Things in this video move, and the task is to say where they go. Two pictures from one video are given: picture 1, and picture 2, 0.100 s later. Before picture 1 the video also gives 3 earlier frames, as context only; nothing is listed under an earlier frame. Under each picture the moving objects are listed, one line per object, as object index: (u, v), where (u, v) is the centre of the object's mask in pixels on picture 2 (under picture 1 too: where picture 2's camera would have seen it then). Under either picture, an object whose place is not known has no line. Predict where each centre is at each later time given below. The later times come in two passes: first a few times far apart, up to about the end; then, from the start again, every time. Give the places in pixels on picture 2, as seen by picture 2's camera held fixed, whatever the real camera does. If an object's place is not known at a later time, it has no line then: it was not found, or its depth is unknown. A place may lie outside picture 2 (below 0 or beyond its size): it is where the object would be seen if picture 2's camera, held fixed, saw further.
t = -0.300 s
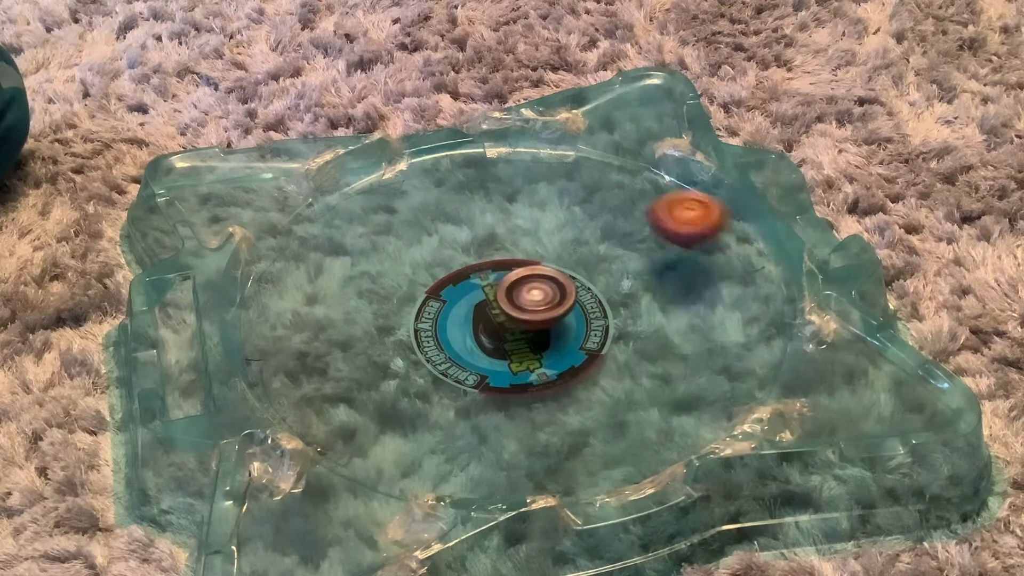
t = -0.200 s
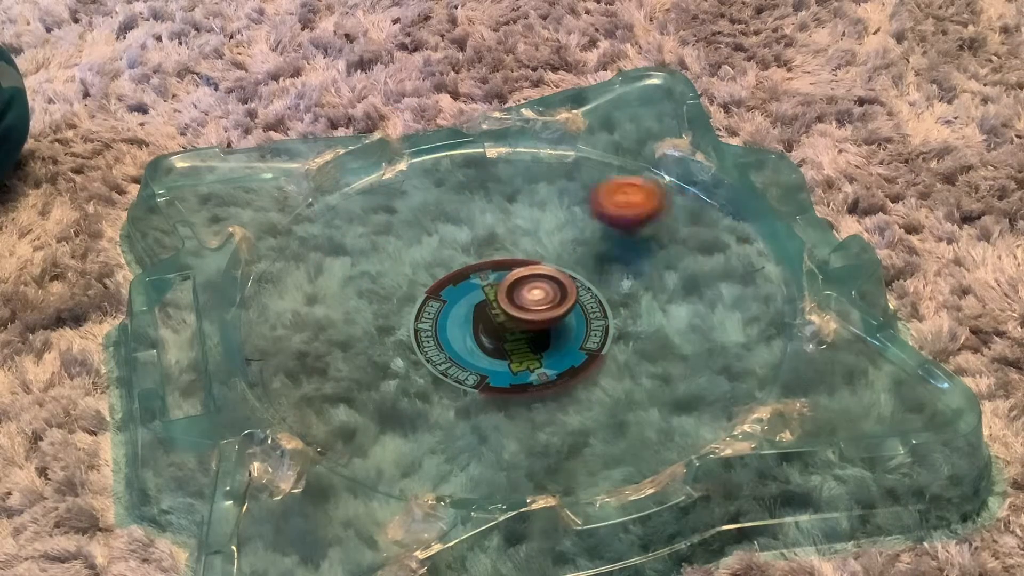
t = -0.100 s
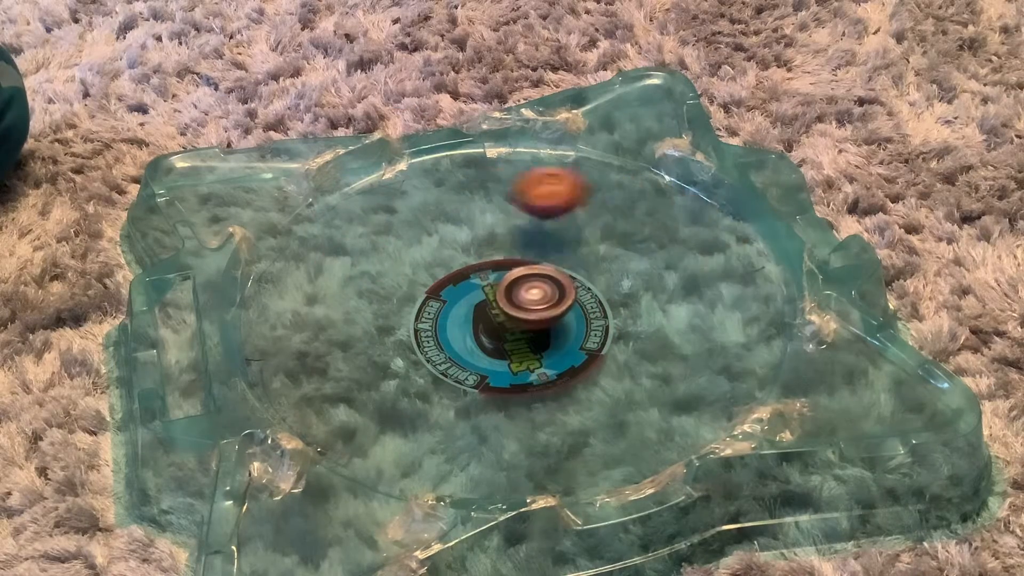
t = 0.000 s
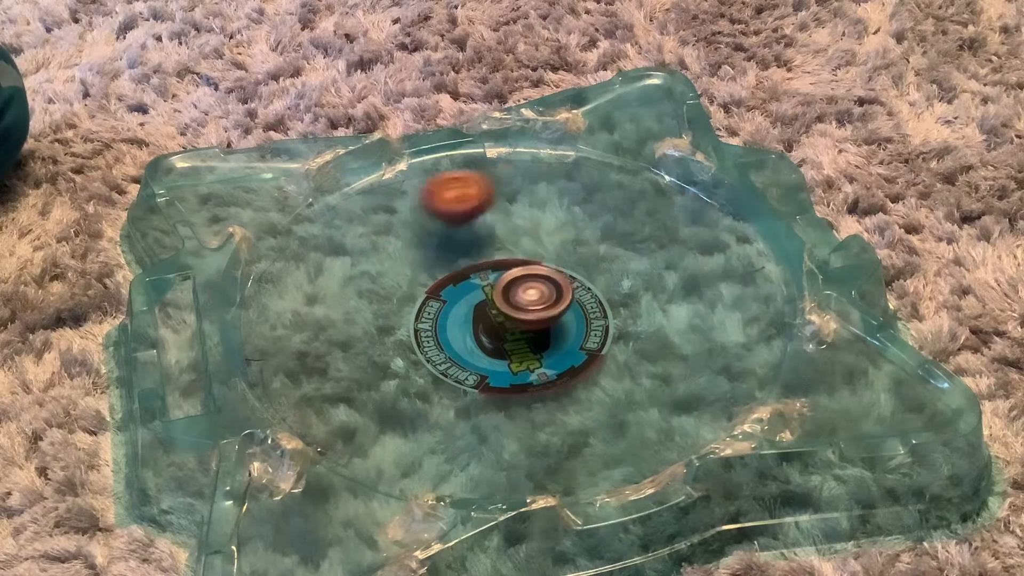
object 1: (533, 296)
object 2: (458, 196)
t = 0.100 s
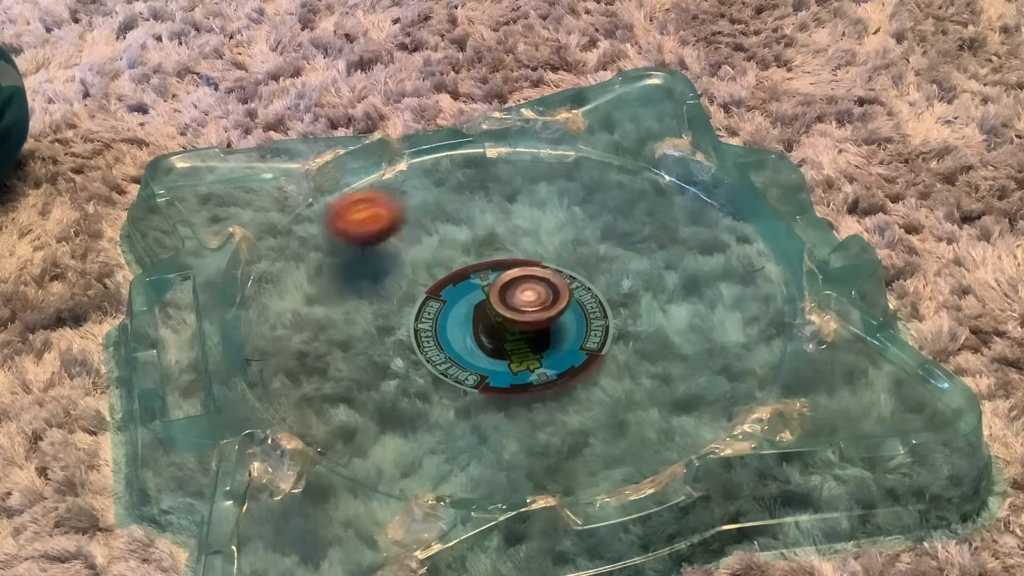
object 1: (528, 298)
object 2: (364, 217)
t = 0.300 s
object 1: (520, 301)
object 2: (272, 307)
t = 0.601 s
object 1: (508, 303)
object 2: (509, 427)
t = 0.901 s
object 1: (503, 300)
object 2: (740, 331)
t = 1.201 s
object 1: (499, 296)
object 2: (687, 185)
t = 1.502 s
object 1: (499, 295)
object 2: (508, 149)
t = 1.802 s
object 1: (508, 292)
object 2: (300, 272)
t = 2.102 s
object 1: (509, 291)
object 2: (414, 418)
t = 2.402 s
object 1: (503, 288)
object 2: (694, 392)
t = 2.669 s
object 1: (519, 295)
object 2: (744, 269)
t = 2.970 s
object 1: (511, 289)
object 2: (522, 173)
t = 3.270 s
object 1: (505, 289)
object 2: (305, 180)
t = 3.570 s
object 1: (516, 290)
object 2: (357, 242)
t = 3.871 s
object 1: (613, 314)
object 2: (496, 274)
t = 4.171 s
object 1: (633, 301)
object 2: (579, 253)
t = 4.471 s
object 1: (577, 323)
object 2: (543, 231)
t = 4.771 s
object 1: (490, 337)
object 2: (476, 274)
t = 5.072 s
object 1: (416, 351)
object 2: (425, 287)
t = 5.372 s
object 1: (338, 349)
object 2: (438, 266)
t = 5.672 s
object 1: (295, 326)
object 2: (500, 219)
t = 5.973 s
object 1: (333, 283)
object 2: (541, 218)
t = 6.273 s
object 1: (424, 261)
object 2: (554, 259)
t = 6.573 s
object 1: (487, 227)
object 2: (558, 342)
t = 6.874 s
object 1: (527, 223)
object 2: (511, 402)
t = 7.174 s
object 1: (553, 251)
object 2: (402, 426)
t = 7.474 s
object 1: (538, 297)
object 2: (337, 394)
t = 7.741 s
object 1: (484, 327)
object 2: (335, 327)
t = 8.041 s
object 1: (422, 335)
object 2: (408, 277)
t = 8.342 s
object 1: (398, 318)
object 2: (502, 284)
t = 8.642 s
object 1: (417, 292)
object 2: (539, 339)
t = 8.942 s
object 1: (464, 272)
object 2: (483, 387)
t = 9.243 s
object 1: (521, 278)
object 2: (385, 388)
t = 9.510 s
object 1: (551, 299)
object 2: (335, 356)
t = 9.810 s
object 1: (549, 327)
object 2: (360, 303)
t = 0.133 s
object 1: (527, 299)
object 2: (336, 228)
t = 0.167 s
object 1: (526, 299)
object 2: (309, 242)
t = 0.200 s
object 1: (525, 300)
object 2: (286, 255)
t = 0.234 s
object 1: (523, 300)
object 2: (266, 268)
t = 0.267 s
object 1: (522, 301)
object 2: (264, 286)
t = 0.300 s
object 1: (520, 301)
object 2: (272, 307)
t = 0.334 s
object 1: (518, 302)
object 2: (281, 324)
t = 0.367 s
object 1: (516, 303)
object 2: (297, 344)
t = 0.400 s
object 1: (514, 303)
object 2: (317, 363)
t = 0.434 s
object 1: (513, 302)
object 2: (339, 378)
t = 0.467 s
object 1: (512, 302)
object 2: (368, 394)
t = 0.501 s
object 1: (510, 303)
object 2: (400, 406)
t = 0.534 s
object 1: (509, 303)
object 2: (432, 416)
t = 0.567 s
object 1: (509, 303)
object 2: (472, 424)
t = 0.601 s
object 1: (508, 303)
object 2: (509, 427)
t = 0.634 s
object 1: (507, 303)
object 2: (548, 429)
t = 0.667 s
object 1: (507, 302)
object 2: (584, 426)
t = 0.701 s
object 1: (506, 302)
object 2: (621, 420)
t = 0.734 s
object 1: (506, 302)
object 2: (654, 411)
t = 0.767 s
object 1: (505, 302)
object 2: (683, 402)
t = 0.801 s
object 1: (504, 302)
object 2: (708, 390)
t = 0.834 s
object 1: (504, 301)
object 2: (724, 371)
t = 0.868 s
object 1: (503, 301)
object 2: (734, 351)
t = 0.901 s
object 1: (503, 300)
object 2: (740, 331)
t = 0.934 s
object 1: (502, 300)
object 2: (745, 310)
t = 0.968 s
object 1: (502, 299)
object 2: (745, 291)
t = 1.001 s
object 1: (501, 298)
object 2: (743, 271)
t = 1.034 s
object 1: (500, 297)
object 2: (739, 253)
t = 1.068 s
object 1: (500, 297)
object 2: (733, 236)
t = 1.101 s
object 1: (499, 296)
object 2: (726, 221)
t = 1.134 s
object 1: (499, 296)
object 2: (716, 207)
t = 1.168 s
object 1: (499, 296)
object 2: (702, 197)
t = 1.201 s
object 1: (499, 296)
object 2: (687, 185)
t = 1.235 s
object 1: (499, 296)
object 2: (671, 176)
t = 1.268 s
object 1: (499, 296)
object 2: (658, 167)
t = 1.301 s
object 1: (499, 296)
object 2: (640, 158)
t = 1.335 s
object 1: (499, 296)
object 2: (622, 151)
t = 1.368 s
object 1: (498, 296)
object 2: (601, 144)
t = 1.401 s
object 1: (499, 295)
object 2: (582, 138)
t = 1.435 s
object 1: (499, 295)
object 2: (559, 135)
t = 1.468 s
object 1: (499, 294)
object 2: (531, 143)
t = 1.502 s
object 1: (499, 295)
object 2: (508, 149)
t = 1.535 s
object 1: (500, 295)
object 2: (485, 158)
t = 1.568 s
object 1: (501, 294)
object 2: (460, 167)
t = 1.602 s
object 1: (502, 294)
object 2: (436, 178)
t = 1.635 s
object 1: (502, 294)
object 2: (411, 191)
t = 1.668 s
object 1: (503, 293)
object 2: (384, 206)
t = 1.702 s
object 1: (504, 293)
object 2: (362, 221)
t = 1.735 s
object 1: (505, 293)
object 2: (339, 237)
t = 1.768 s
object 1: (507, 292)
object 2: (318, 255)
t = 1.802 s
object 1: (508, 292)
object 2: (300, 272)
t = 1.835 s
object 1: (509, 292)
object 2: (284, 292)
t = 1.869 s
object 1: (510, 291)
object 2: (269, 312)
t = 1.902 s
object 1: (510, 291)
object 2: (267, 328)
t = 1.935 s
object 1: (510, 291)
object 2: (282, 348)
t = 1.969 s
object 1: (511, 291)
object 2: (301, 369)
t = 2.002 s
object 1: (510, 291)
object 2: (324, 384)
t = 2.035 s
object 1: (510, 291)
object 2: (353, 397)
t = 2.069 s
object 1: (510, 291)
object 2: (383, 408)
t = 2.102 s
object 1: (509, 291)
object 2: (414, 418)
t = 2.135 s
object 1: (507, 292)
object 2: (447, 424)
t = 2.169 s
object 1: (506, 292)
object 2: (483, 428)
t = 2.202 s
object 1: (505, 291)
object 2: (517, 430)
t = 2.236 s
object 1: (504, 291)
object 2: (550, 430)
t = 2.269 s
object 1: (503, 290)
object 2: (583, 426)
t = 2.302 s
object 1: (502, 289)
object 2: (614, 419)
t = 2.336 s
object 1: (502, 289)
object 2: (644, 410)
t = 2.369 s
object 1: (502, 288)
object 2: (672, 402)
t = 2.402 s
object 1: (503, 288)
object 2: (694, 392)
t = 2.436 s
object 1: (504, 288)
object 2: (715, 380)
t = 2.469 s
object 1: (505, 288)
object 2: (733, 365)
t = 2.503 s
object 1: (506, 288)
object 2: (746, 350)
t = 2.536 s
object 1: (508, 289)
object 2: (758, 334)
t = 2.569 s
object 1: (510, 289)
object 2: (767, 320)
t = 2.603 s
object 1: (514, 291)
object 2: (769, 304)
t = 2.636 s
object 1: (517, 293)
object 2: (758, 285)
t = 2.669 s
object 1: (519, 295)
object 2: (744, 269)
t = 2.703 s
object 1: (520, 295)
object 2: (727, 254)
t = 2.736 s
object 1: (520, 296)
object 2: (706, 240)
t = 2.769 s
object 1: (520, 295)
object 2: (682, 228)
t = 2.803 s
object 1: (519, 295)
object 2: (659, 217)
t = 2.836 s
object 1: (518, 295)
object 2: (632, 205)
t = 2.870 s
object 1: (516, 294)
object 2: (606, 197)
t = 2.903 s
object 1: (515, 291)
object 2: (578, 188)
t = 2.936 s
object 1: (512, 293)
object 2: (550, 179)
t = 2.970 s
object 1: (511, 289)
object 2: (522, 173)
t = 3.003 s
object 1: (508, 290)
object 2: (496, 167)
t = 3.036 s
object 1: (507, 290)
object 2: (468, 164)
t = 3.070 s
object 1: (507, 290)
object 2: (441, 163)
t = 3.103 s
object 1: (506, 291)
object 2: (415, 164)
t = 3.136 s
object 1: (506, 292)
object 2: (391, 166)
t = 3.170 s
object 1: (505, 293)
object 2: (367, 169)
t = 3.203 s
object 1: (505, 292)
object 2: (344, 173)
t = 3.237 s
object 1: (505, 290)
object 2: (324, 176)
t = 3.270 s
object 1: (505, 289)
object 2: (305, 180)
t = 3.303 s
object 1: (505, 287)
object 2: (288, 184)
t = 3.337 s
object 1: (506, 286)
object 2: (274, 190)
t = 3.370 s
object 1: (506, 289)
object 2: (266, 194)
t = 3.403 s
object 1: (508, 287)
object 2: (271, 205)
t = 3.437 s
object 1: (508, 291)
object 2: (282, 216)
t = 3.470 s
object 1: (511, 292)
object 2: (298, 224)
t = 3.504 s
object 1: (512, 292)
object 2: (316, 230)
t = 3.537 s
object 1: (514, 290)
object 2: (334, 235)
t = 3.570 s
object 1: (516, 290)
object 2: (357, 242)
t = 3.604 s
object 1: (518, 289)
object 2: (379, 249)
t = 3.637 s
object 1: (520, 290)
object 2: (402, 255)
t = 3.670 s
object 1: (523, 290)
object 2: (422, 262)
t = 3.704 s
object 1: (525, 291)
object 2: (443, 267)
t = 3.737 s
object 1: (546, 296)
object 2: (453, 268)
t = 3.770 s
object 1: (566, 304)
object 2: (463, 267)
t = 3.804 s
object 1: (584, 308)
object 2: (474, 270)
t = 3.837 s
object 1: (601, 313)
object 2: (486, 273)
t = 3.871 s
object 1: (613, 314)
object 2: (496, 274)
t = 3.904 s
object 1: (624, 315)
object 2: (507, 274)
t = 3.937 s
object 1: (629, 314)
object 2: (519, 275)
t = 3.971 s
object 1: (632, 312)
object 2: (531, 275)
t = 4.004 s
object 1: (634, 309)
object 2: (545, 272)
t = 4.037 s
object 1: (634, 305)
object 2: (554, 271)
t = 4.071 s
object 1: (633, 301)
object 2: (564, 269)
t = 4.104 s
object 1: (633, 300)
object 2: (571, 265)
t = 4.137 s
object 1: (634, 301)
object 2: (575, 260)
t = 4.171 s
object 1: (633, 301)
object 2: (579, 253)
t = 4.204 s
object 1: (631, 303)
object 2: (580, 248)
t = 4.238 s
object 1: (627, 304)
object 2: (580, 244)
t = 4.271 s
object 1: (621, 308)
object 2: (579, 242)
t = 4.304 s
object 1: (615, 310)
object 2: (576, 237)
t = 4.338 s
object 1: (609, 313)
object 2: (572, 233)
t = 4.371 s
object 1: (601, 316)
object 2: (566, 231)
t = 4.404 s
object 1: (593, 318)
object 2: (560, 230)
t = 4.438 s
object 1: (585, 321)
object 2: (553, 230)
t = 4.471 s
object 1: (577, 323)
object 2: (543, 231)
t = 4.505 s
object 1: (569, 325)
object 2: (533, 233)
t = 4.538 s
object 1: (559, 327)
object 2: (525, 237)
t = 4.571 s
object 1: (549, 329)
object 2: (519, 242)
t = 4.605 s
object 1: (539, 331)
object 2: (512, 246)
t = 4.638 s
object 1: (528, 332)
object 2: (504, 252)
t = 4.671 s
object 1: (519, 332)
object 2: (496, 258)
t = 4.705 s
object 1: (508, 332)
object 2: (489, 265)
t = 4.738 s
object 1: (501, 332)
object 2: (483, 271)
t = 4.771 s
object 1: (490, 337)
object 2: (476, 274)
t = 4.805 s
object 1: (480, 347)
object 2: (470, 274)
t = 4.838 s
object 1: (471, 352)
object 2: (465, 275)
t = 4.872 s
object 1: (464, 355)
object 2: (462, 275)
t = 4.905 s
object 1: (457, 357)
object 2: (455, 276)
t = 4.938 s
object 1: (448, 357)
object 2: (448, 278)
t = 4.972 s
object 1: (441, 356)
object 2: (442, 280)
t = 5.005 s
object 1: (433, 355)
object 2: (438, 281)
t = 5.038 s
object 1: (424, 353)
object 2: (430, 282)
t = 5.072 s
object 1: (416, 351)
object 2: (425, 287)
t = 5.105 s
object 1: (407, 348)
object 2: (422, 289)
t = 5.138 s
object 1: (399, 349)
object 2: (418, 288)
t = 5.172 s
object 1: (391, 348)
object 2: (416, 288)
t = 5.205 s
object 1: (385, 347)
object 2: (415, 288)
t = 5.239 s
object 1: (379, 344)
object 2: (414, 288)
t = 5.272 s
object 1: (374, 342)
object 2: (414, 288)
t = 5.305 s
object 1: (362, 344)
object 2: (421, 282)
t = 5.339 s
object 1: (349, 347)
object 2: (430, 273)
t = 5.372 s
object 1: (338, 349)
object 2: (438, 266)
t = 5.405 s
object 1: (328, 350)
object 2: (447, 260)
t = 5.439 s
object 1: (319, 351)
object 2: (455, 252)
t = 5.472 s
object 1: (311, 349)
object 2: (462, 247)
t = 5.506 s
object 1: (305, 347)
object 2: (470, 242)
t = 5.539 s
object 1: (300, 343)
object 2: (476, 235)
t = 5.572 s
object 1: (297, 340)
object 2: (482, 230)
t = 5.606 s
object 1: (295, 336)
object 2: (488, 227)
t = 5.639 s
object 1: (295, 331)
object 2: (496, 221)
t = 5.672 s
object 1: (295, 326)
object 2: (500, 219)
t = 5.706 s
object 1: (296, 321)
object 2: (506, 217)
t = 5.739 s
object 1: (299, 315)
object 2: (511, 214)
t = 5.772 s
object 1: (302, 310)
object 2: (514, 213)
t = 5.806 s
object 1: (305, 305)
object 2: (519, 213)
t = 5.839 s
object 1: (309, 300)
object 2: (524, 212)
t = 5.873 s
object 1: (314, 296)
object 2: (528, 213)
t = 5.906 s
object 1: (320, 291)
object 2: (532, 215)
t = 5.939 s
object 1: (326, 286)
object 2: (536, 217)
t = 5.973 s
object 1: (333, 283)
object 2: (541, 218)
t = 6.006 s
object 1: (340, 279)
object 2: (545, 221)
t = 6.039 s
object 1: (348, 276)
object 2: (546, 223)
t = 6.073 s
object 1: (357, 273)
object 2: (549, 228)
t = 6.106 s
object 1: (368, 271)
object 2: (551, 234)
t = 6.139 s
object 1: (379, 269)
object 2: (553, 237)
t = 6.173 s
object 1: (389, 267)
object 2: (554, 243)
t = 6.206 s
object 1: (401, 265)
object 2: (556, 248)
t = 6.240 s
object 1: (412, 263)
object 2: (554, 252)
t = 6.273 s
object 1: (424, 261)
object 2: (554, 259)
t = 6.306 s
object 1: (435, 260)
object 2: (554, 264)
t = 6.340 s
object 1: (447, 259)
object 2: (551, 269)
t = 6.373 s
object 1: (458, 258)
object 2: (550, 277)
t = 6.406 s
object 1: (469, 257)
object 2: (548, 283)
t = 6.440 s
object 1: (479, 256)
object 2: (545, 291)
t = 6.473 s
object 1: (480, 247)
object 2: (553, 306)
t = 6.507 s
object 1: (482, 238)
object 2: (558, 322)
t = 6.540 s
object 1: (484, 231)
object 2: (557, 332)
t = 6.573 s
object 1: (487, 227)
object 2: (558, 342)
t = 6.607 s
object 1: (489, 223)
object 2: (558, 347)
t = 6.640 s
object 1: (492, 222)
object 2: (557, 353)
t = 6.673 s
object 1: (496, 221)
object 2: (556, 363)
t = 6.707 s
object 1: (501, 221)
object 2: (551, 370)
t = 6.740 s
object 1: (506, 220)
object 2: (547, 377)
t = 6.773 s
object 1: (511, 221)
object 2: (540, 384)
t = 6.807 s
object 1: (517, 221)
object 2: (531, 391)
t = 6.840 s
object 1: (522, 222)
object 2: (523, 395)
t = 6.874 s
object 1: (527, 223)
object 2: (511, 402)
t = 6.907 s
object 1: (531, 225)
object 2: (500, 407)
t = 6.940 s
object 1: (535, 226)
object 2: (488, 411)
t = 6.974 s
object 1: (538, 230)
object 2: (477, 414)
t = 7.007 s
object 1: (542, 233)
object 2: (464, 418)
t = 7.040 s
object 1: (545, 235)
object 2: (450, 422)
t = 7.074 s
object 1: (548, 239)
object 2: (439, 424)
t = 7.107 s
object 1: (551, 242)
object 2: (425, 425)
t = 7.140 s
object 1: (552, 246)
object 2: (416, 426)
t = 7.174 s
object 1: (553, 251)
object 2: (402, 426)
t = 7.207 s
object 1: (554, 256)
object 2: (393, 426)
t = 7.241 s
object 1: (554, 261)
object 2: (382, 424)
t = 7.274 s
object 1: (554, 266)
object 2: (374, 423)
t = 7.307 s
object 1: (553, 271)
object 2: (365, 420)
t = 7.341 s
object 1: (552, 276)
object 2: (359, 416)
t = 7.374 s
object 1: (549, 281)
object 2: (353, 411)
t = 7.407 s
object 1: (546, 287)
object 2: (346, 407)
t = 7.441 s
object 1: (543, 291)
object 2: (343, 401)
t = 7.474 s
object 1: (538, 297)
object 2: (337, 394)
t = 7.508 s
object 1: (532, 301)
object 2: (334, 386)
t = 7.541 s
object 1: (525, 305)
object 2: (329, 376)
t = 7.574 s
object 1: (519, 310)
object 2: (329, 368)
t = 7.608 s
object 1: (513, 315)
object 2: (327, 361)
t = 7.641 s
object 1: (505, 318)
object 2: (328, 352)
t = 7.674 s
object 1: (499, 322)
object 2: (329, 344)
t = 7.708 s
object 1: (494, 324)
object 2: (331, 336)
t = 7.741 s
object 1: (484, 327)
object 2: (335, 327)
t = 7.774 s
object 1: (476, 330)
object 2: (339, 321)
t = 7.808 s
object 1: (467, 333)
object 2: (345, 314)
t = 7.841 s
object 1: (460, 334)
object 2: (352, 307)
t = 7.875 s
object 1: (452, 336)
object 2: (360, 301)
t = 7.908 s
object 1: (443, 336)
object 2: (368, 296)
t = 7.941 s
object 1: (437, 335)
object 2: (377, 291)
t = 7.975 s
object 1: (430, 336)
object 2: (386, 285)
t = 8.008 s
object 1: (426, 336)
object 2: (396, 281)
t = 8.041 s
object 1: (422, 335)
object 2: (408, 277)
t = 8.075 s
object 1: (419, 334)
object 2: (419, 275)
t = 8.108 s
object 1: (414, 333)
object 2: (430, 274)
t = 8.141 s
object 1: (411, 331)
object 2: (440, 273)
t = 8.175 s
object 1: (407, 330)
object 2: (451, 273)
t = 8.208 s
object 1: (404, 328)
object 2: (462, 273)
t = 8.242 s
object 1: (401, 325)
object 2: (473, 275)
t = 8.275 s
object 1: (399, 323)
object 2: (483, 277)
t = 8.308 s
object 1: (398, 321)
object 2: (493, 281)
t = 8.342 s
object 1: (398, 318)
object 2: (502, 284)
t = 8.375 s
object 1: (398, 315)
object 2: (511, 289)
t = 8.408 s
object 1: (398, 312)
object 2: (518, 293)
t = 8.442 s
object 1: (399, 310)
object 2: (525, 299)
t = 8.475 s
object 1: (401, 307)
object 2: (530, 304)
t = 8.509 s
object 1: (403, 304)
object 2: (534, 312)
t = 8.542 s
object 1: (406, 301)
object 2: (538, 317)
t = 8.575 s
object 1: (410, 298)
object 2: (539, 325)
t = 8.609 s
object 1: (414, 295)
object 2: (540, 331)
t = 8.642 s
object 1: (417, 292)
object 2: (539, 339)
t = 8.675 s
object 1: (421, 289)
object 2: (539, 344)
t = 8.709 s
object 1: (424, 285)
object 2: (536, 352)
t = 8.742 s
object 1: (429, 283)
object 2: (532, 357)
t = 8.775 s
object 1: (434, 281)
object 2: (527, 364)
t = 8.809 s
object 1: (440, 279)
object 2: (520, 369)
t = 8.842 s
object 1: (446, 276)
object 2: (512, 374)
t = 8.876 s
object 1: (452, 275)
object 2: (503, 379)
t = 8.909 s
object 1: (458, 273)
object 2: (493, 383)
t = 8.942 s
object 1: (464, 272)
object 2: (483, 387)
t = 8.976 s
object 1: (470, 272)
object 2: (471, 389)
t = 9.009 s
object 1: (477, 273)
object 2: (461, 392)
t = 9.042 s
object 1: (483, 274)
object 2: (449, 393)
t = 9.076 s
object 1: (490, 274)
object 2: (438, 394)
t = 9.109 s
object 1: (497, 274)
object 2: (427, 394)
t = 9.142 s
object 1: (504, 274)
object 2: (416, 393)
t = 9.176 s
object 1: (510, 276)
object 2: (405, 392)
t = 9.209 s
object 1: (516, 277)
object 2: (396, 390)
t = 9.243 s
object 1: (521, 278)
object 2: (385, 388)
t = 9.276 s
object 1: (526, 281)
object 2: (377, 385)
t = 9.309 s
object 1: (531, 284)
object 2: (367, 381)
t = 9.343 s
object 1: (536, 286)
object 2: (359, 378)
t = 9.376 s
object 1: (540, 289)
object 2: (350, 373)
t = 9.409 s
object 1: (543, 291)
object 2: (346, 369)
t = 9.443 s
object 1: (546, 293)
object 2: (340, 365)
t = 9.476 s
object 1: (549, 296)
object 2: (337, 362)
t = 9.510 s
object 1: (551, 299)
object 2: (335, 356)
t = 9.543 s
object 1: (553, 303)
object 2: (334, 351)
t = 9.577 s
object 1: (553, 306)
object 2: (333, 345)
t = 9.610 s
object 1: (554, 309)
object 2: (335, 338)
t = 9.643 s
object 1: (554, 312)
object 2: (336, 332)
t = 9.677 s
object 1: (553, 315)
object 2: (339, 325)
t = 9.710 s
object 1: (551, 317)
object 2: (342, 319)
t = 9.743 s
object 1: (550, 321)
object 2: (347, 313)
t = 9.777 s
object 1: (549, 325)
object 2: (354, 309)
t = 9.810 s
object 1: (549, 327)
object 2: (360, 303)
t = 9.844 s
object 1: (546, 330)
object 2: (368, 298)
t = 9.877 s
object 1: (542, 331)
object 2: (376, 294)
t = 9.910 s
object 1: (537, 332)
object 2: (385, 291)
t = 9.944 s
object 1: (533, 332)
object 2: (394, 289)
